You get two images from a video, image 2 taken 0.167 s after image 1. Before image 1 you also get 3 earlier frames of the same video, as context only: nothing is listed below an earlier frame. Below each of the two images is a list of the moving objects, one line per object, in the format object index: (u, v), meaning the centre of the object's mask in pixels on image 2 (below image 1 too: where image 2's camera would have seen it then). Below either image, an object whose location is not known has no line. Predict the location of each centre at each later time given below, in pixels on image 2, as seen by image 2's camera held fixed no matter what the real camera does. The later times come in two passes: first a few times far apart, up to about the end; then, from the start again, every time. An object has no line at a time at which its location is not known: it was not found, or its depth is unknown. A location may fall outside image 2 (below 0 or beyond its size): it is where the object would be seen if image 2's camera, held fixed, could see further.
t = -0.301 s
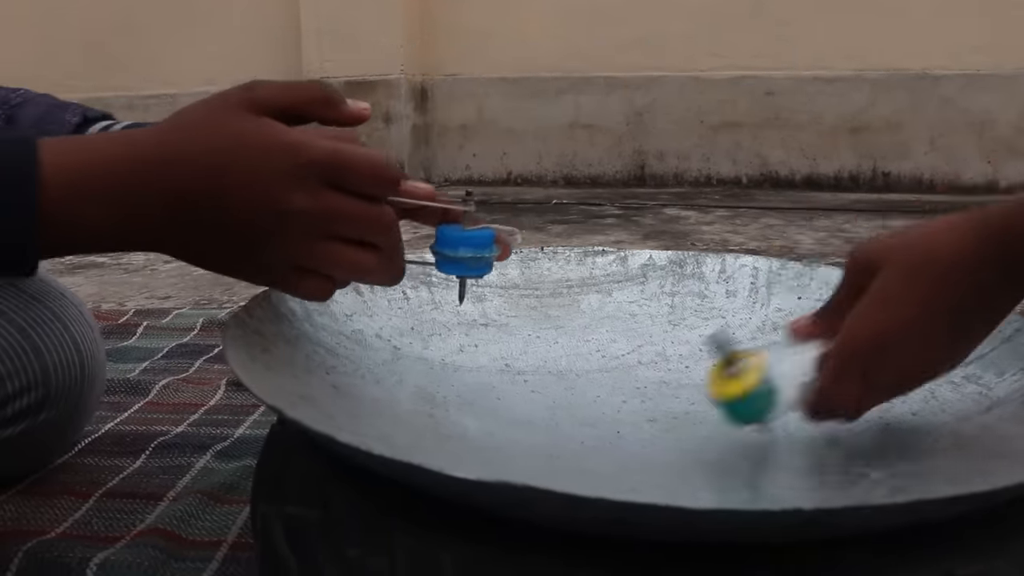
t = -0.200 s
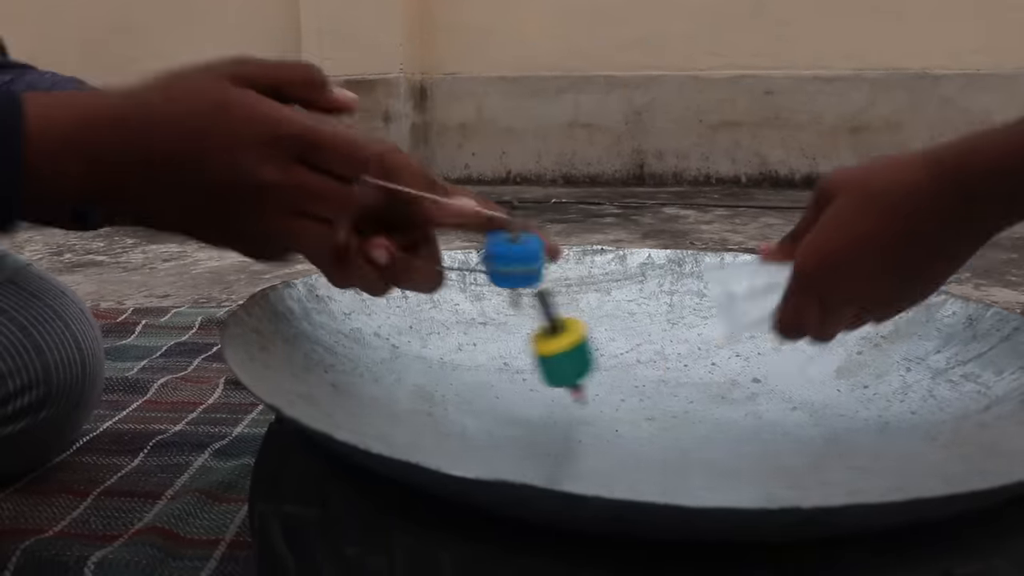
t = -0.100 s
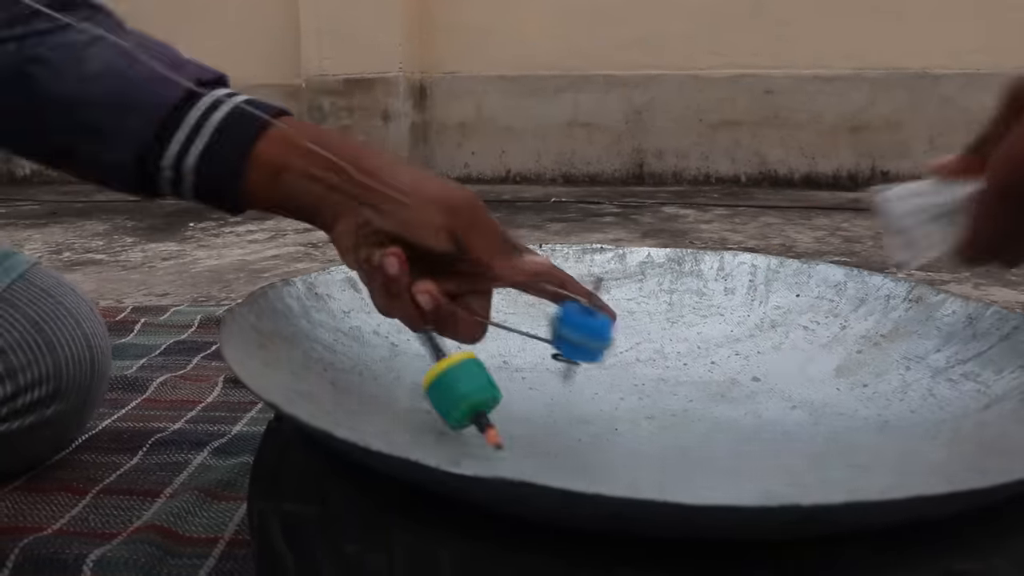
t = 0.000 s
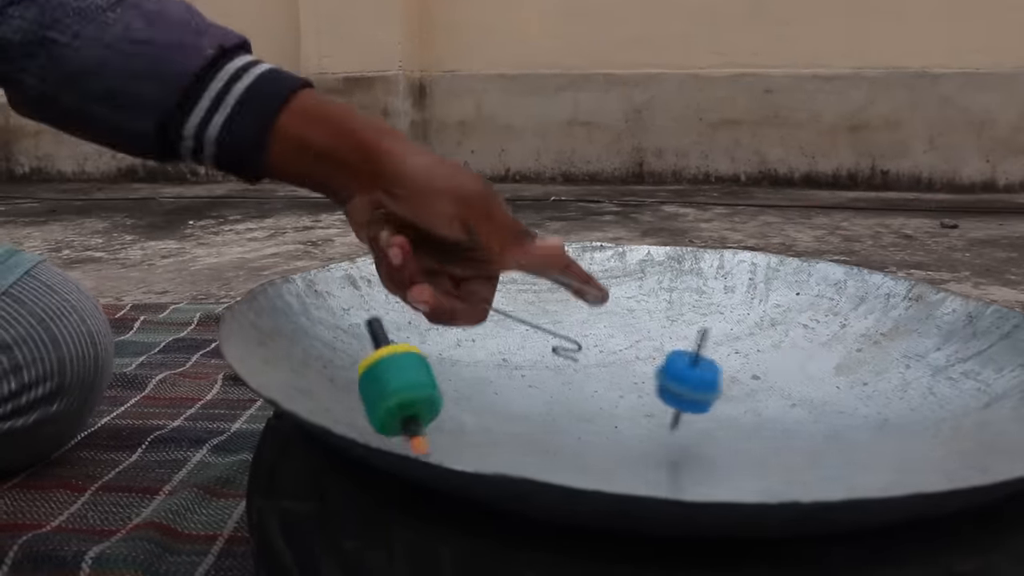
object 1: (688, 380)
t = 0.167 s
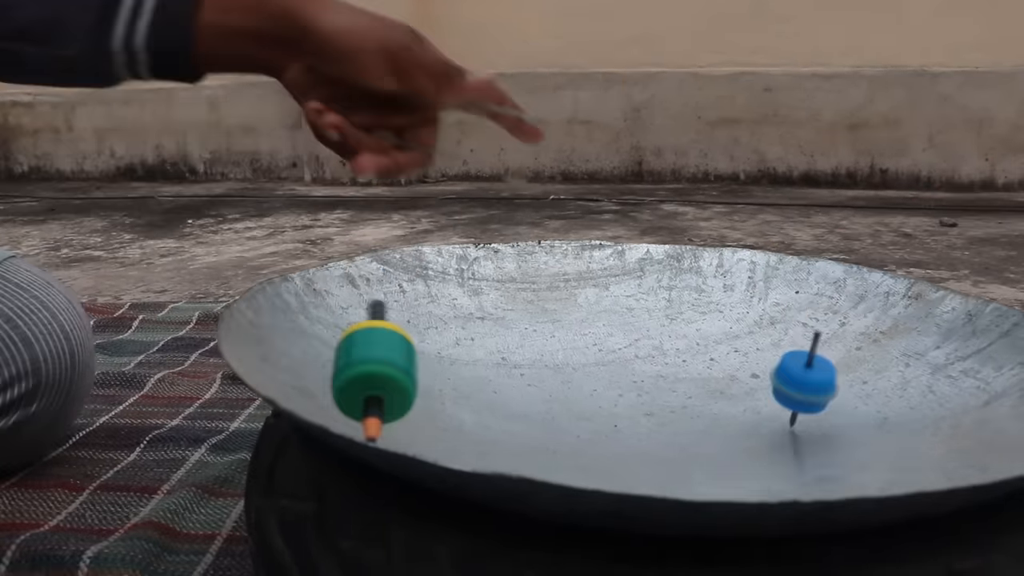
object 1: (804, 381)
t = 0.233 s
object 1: (814, 368)
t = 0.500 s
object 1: (740, 336)
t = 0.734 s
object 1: (837, 327)
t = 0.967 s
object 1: (814, 346)
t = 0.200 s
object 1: (812, 375)
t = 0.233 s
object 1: (814, 368)
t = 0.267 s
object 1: (808, 359)
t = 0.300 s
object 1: (799, 352)
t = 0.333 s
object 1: (789, 344)
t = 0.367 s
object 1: (780, 340)
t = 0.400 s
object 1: (772, 338)
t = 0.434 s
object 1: (763, 338)
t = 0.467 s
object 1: (754, 337)
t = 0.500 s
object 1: (740, 336)
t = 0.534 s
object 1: (744, 336)
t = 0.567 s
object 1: (770, 334)
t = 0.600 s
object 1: (790, 331)
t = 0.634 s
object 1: (808, 329)
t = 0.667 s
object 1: (822, 329)
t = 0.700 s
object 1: (832, 328)
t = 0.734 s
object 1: (837, 327)
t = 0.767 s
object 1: (839, 328)
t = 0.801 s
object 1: (838, 330)
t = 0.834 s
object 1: (834, 333)
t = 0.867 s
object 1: (830, 336)
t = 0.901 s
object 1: (825, 339)
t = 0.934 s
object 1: (820, 343)
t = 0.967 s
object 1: (814, 346)
